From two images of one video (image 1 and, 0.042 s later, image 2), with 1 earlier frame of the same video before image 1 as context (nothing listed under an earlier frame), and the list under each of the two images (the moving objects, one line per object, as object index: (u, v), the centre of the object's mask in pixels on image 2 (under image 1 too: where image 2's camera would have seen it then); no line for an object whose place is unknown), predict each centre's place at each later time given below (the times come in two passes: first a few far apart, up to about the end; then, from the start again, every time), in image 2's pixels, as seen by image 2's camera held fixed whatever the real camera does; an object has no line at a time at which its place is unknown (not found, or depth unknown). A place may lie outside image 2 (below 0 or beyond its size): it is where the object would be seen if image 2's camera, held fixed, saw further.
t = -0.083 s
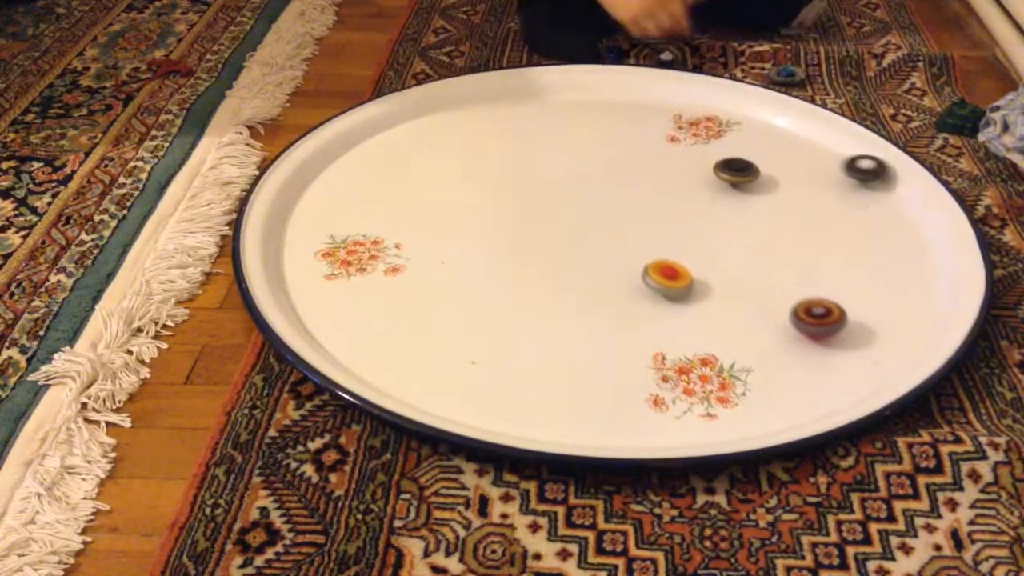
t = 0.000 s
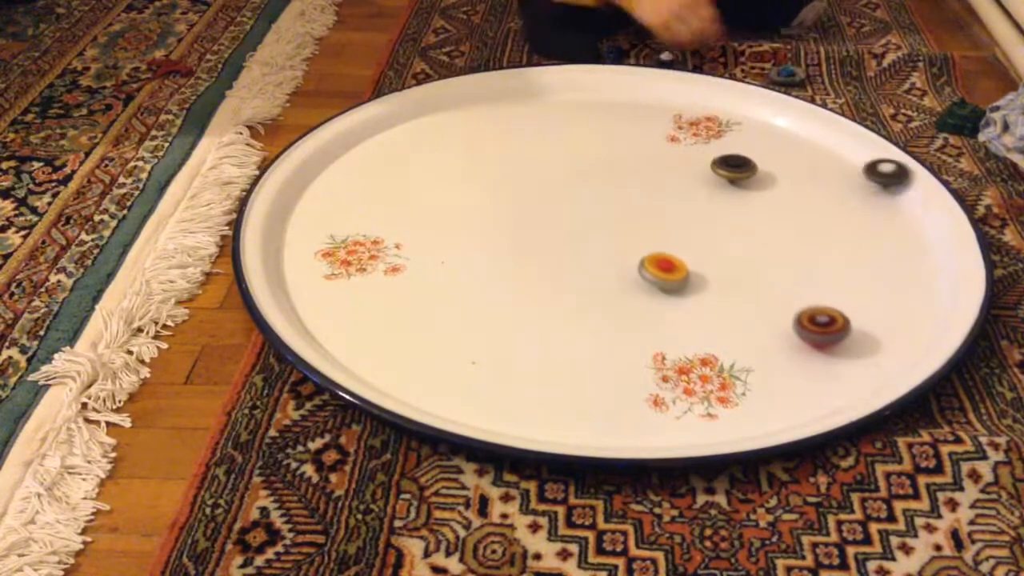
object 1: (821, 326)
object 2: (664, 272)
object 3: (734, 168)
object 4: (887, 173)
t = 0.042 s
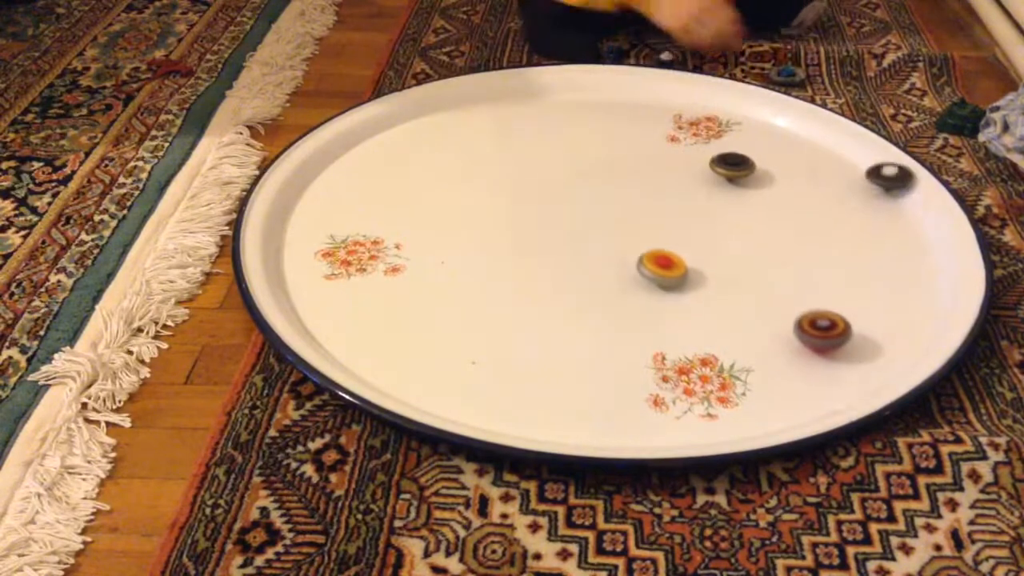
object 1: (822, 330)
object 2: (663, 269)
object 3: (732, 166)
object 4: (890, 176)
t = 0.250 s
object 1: (820, 349)
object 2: (661, 251)
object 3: (724, 159)
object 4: (875, 196)
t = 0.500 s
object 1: (805, 367)
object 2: (668, 233)
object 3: (711, 156)
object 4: (848, 219)
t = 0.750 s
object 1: (775, 381)
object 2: (684, 216)
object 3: (700, 162)
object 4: (804, 242)
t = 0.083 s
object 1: (823, 334)
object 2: (662, 265)
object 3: (731, 164)
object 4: (888, 181)
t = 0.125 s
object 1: (823, 338)
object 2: (661, 262)
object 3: (729, 163)
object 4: (886, 185)
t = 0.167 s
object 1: (823, 342)
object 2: (661, 258)
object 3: (728, 161)
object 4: (882, 188)
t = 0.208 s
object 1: (822, 345)
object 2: (661, 255)
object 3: (726, 160)
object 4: (878, 192)
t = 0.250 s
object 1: (820, 349)
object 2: (661, 251)
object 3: (724, 159)
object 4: (875, 196)
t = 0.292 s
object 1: (819, 352)
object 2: (661, 248)
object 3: (722, 157)
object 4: (871, 200)
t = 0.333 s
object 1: (817, 356)
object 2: (662, 245)
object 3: (720, 156)
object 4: (866, 204)
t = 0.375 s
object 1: (814, 359)
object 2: (663, 242)
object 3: (718, 156)
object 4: (862, 208)
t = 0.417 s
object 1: (812, 362)
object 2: (664, 239)
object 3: (716, 156)
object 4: (858, 212)
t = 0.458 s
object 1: (808, 365)
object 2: (666, 236)
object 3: (713, 156)
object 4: (853, 216)
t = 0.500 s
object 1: (805, 367)
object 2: (668, 233)
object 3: (711, 156)
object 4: (848, 219)
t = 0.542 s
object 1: (800, 370)
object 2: (670, 230)
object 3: (708, 156)
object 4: (842, 223)
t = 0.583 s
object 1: (796, 373)
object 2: (672, 227)
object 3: (706, 156)
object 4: (836, 227)
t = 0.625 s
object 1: (791, 375)
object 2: (674, 224)
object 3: (704, 157)
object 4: (828, 231)
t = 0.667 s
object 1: (786, 377)
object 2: (677, 221)
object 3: (702, 159)
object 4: (820, 235)
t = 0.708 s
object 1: (781, 379)
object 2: (680, 219)
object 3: (701, 160)
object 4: (812, 239)
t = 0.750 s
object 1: (775, 381)
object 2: (684, 216)
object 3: (700, 162)
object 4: (804, 242)
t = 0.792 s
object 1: (769, 382)
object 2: (687, 214)
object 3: (699, 164)
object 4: (796, 246)
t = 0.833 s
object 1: (762, 384)
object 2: (691, 212)
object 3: (700, 166)
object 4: (788, 250)
